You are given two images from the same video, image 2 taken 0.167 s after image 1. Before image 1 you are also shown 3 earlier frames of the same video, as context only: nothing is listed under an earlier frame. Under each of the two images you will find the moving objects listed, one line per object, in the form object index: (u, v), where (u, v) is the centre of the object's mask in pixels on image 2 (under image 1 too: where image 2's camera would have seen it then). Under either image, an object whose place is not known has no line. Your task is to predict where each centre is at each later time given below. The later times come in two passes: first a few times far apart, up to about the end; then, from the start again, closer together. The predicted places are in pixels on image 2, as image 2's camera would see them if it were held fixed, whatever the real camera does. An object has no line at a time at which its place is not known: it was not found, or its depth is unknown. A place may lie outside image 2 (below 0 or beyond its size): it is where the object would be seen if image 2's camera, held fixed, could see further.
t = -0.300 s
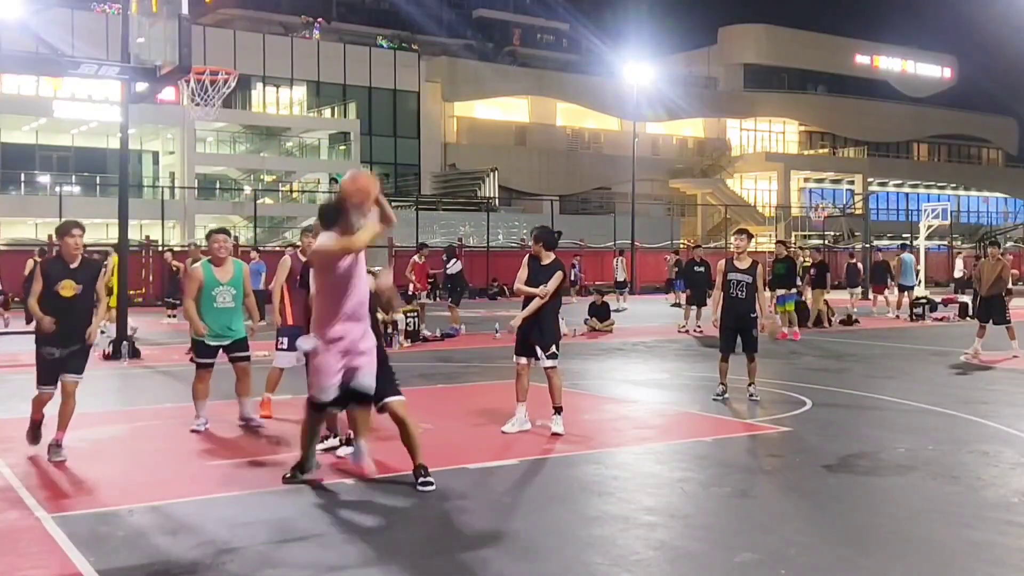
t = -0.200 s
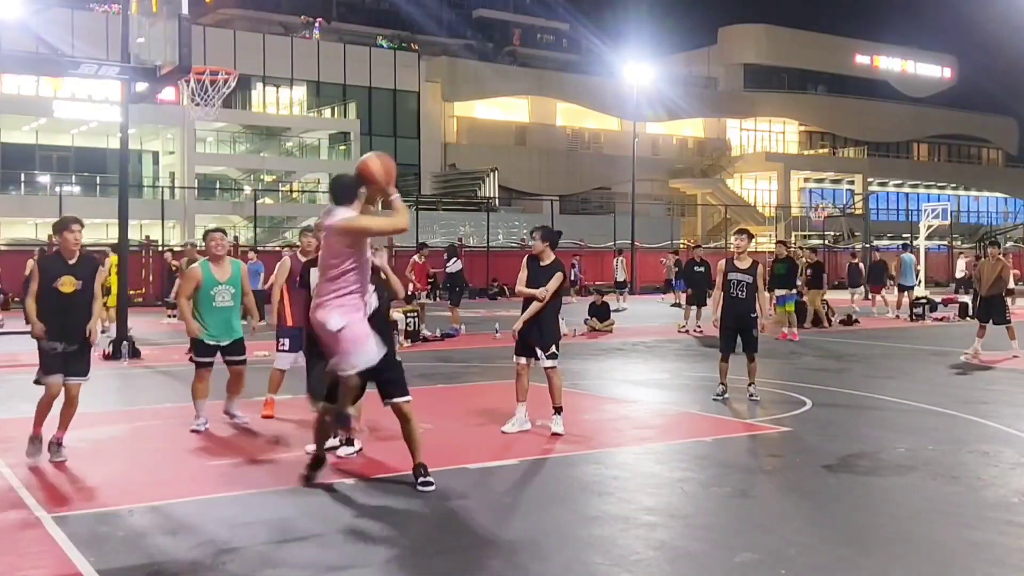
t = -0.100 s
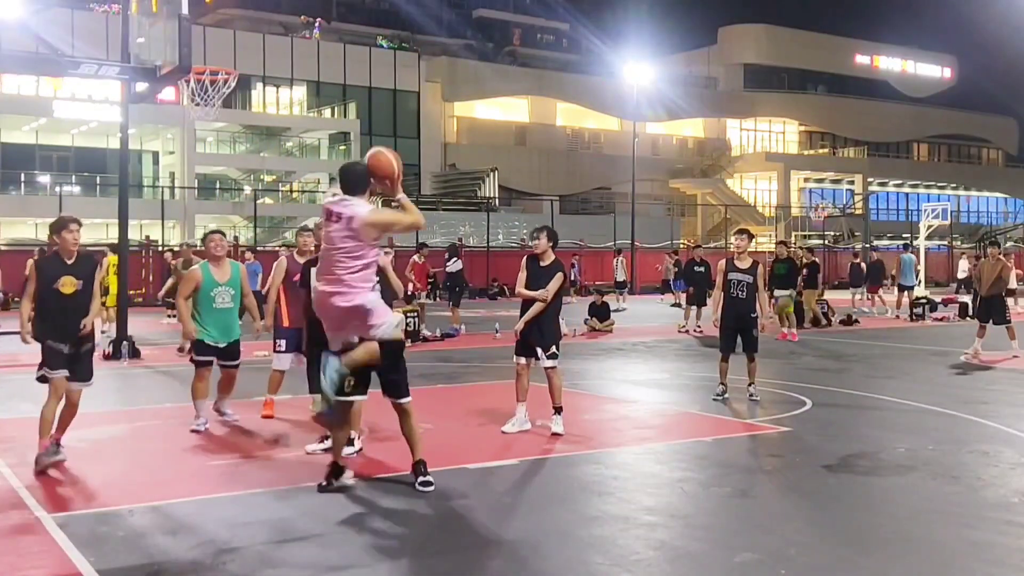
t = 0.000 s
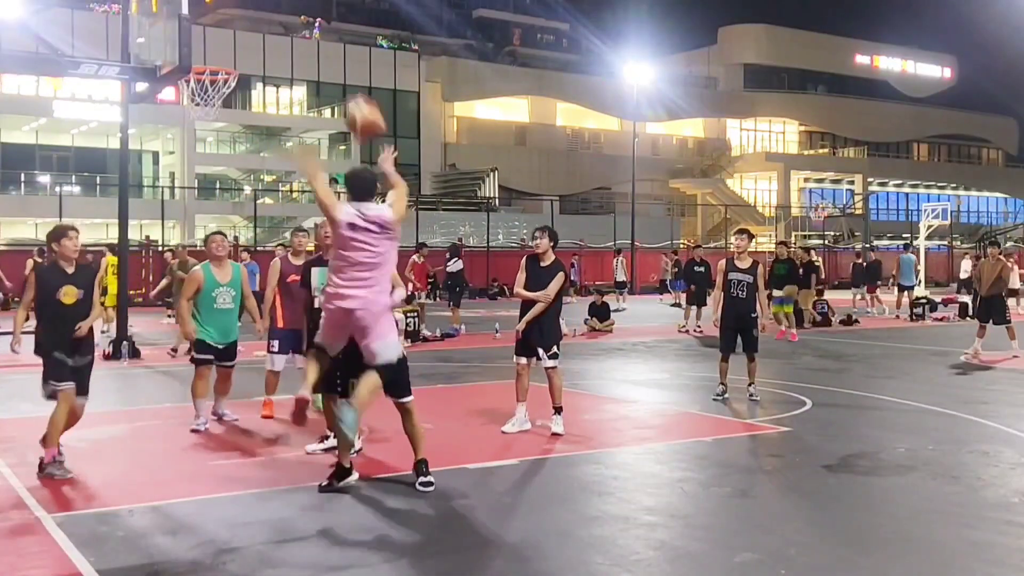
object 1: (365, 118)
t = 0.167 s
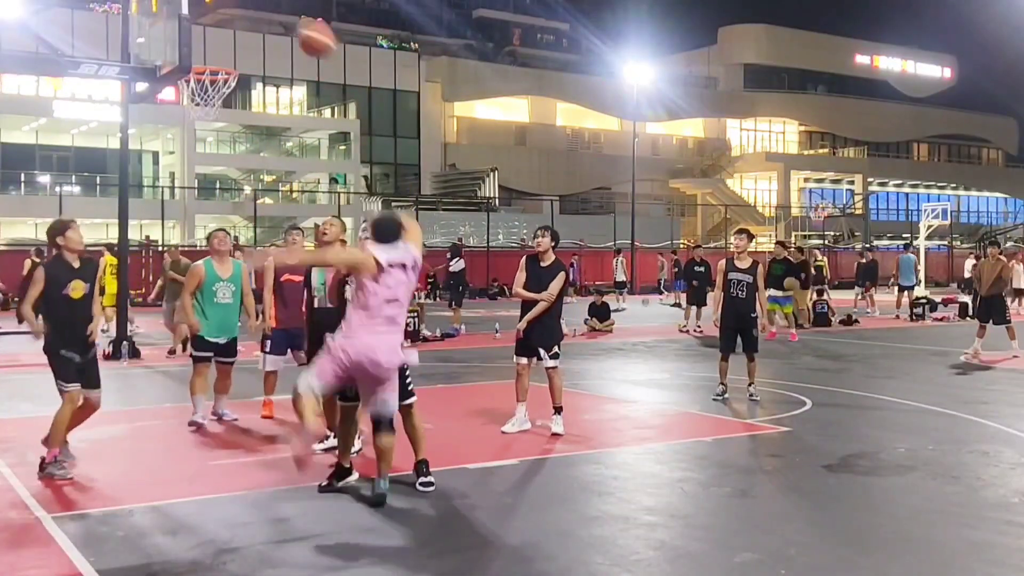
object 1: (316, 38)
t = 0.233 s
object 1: (300, 19)
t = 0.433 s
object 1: (253, 8)
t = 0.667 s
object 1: (207, 47)
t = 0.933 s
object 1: (197, 12)
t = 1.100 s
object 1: (208, 28)
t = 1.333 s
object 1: (212, 76)
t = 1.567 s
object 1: (187, 115)
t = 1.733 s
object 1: (200, 156)
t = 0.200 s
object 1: (308, 28)
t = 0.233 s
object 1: (300, 19)
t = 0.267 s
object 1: (293, 16)
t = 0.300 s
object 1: (286, 14)
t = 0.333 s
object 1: (276, 9)
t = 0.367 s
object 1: (268, 8)
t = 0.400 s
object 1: (263, 8)
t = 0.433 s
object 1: (253, 8)
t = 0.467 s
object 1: (246, 8)
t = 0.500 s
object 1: (239, 11)
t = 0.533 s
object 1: (231, 14)
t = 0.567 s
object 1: (223, 20)
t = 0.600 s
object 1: (217, 28)
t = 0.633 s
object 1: (211, 36)
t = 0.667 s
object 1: (207, 47)
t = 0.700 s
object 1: (201, 53)
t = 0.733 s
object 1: (199, 42)
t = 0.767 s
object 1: (197, 33)
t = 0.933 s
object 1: (197, 12)
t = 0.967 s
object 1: (198, 13)
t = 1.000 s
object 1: (200, 14)
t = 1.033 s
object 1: (202, 18)
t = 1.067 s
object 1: (205, 23)
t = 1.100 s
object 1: (208, 28)
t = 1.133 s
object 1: (211, 35)
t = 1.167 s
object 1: (216, 44)
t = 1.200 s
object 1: (219, 54)
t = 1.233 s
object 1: (224, 61)
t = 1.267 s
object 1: (220, 66)
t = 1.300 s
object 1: (212, 72)
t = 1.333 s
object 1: (212, 76)
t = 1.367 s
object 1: (192, 90)
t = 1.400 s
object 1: (186, 93)
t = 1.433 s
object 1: (182, 95)
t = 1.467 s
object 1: (182, 98)
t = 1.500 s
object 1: (184, 100)
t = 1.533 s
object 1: (187, 107)
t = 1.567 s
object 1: (187, 115)
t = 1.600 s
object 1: (192, 117)
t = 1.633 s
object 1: (194, 126)
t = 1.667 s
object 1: (195, 136)
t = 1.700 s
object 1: (199, 147)
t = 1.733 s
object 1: (200, 156)
